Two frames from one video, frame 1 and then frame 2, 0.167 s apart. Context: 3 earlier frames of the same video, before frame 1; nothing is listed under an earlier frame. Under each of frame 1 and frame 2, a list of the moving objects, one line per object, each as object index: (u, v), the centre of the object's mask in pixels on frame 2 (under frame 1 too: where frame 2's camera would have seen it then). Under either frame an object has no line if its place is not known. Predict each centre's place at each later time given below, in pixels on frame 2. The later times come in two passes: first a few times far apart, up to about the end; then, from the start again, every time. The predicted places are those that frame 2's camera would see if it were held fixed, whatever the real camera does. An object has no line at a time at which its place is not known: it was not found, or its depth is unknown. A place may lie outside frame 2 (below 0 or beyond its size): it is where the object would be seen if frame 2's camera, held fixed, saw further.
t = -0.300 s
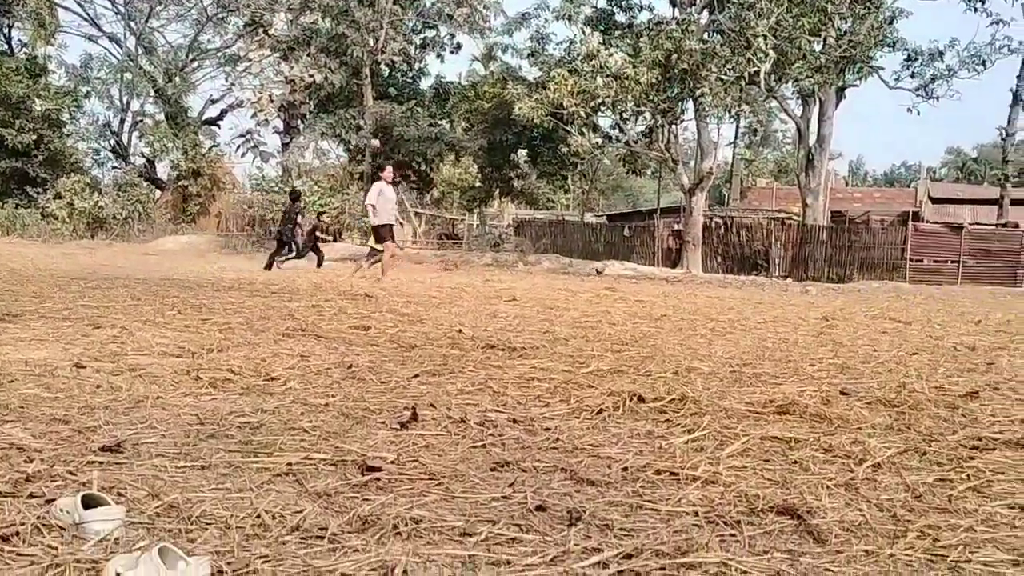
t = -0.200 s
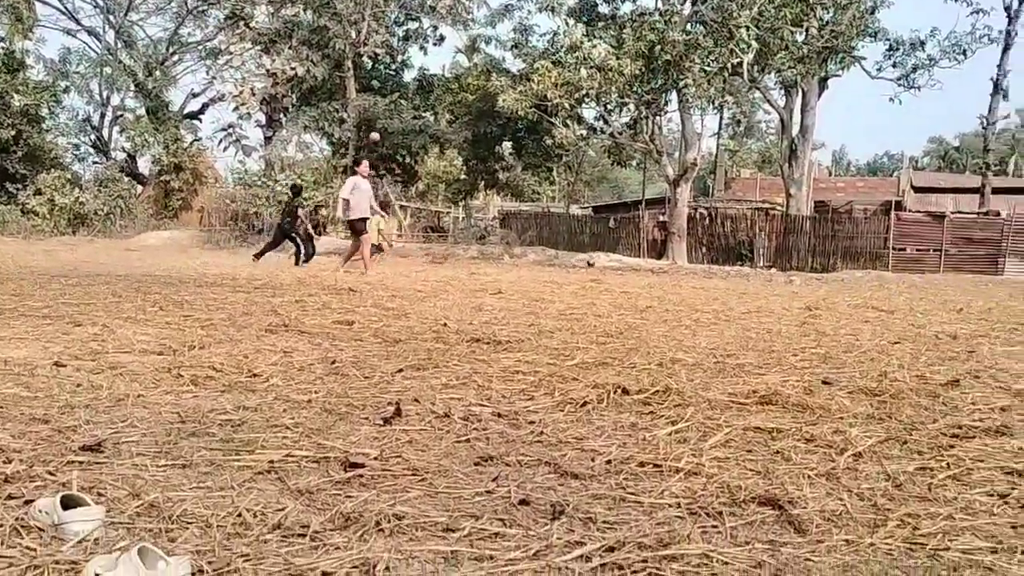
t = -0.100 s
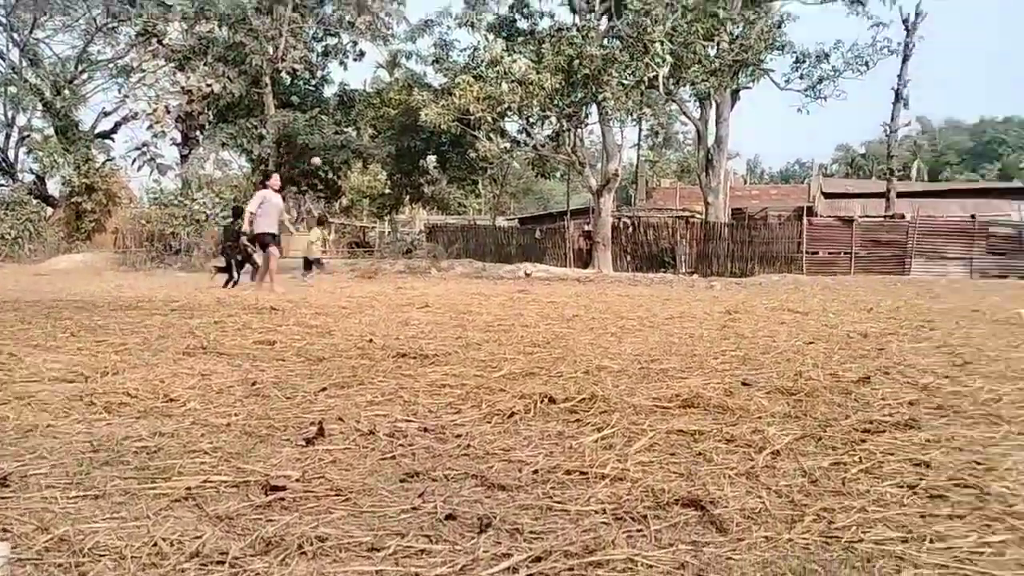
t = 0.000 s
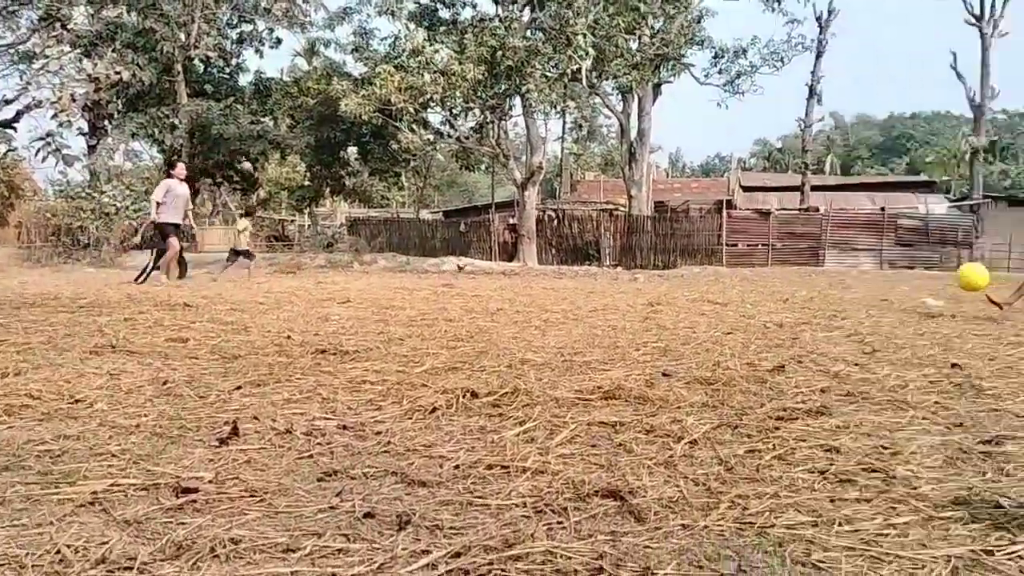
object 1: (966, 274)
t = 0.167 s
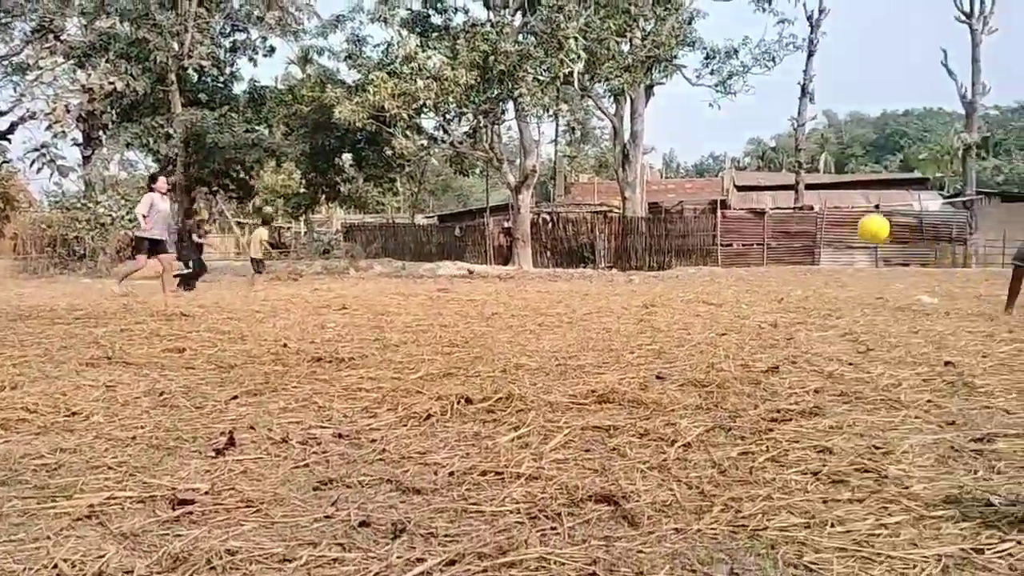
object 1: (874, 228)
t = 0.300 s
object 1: (800, 214)
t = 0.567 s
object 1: (653, 253)
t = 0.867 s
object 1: (551, 273)
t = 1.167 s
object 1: (510, 292)
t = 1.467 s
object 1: (450, 290)
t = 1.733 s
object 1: (386, 308)
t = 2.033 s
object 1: (308, 318)
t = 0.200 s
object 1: (855, 223)
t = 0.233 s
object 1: (836, 219)
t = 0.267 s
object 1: (817, 216)
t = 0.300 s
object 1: (800, 214)
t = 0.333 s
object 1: (782, 215)
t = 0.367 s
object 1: (764, 216)
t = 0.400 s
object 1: (745, 219)
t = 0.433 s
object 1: (727, 223)
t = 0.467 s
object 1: (709, 228)
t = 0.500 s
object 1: (691, 235)
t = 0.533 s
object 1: (672, 244)
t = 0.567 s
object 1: (653, 253)
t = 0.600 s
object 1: (634, 264)
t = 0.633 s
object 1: (616, 275)
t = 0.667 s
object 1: (598, 288)
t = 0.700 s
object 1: (580, 303)
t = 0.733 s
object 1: (571, 301)
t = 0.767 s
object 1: (567, 291)
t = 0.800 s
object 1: (561, 283)
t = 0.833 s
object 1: (557, 278)
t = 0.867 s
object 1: (551, 273)
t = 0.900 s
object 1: (547, 270)
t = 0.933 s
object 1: (543, 268)
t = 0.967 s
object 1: (539, 267)
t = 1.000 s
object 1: (534, 267)
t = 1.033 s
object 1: (530, 268)
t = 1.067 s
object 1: (525, 272)
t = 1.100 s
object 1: (520, 276)
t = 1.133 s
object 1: (515, 283)
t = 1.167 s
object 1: (510, 292)
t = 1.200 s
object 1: (504, 303)
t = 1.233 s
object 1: (499, 311)
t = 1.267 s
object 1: (493, 305)
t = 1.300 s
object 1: (487, 298)
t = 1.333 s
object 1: (480, 294)
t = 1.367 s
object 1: (472, 290)
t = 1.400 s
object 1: (465, 288)
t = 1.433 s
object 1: (457, 288)
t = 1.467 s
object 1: (450, 290)
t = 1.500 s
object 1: (442, 293)
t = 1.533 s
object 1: (433, 298)
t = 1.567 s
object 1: (426, 305)
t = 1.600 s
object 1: (417, 314)
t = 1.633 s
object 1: (410, 315)
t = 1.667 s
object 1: (402, 313)
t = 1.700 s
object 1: (394, 310)
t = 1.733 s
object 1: (386, 308)
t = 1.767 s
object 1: (378, 309)
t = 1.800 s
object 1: (369, 310)
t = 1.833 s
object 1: (360, 314)
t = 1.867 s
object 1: (351, 319)
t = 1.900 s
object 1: (342, 317)
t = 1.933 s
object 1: (334, 315)
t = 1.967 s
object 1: (325, 314)
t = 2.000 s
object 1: (316, 315)
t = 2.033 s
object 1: (308, 318)
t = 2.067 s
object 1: (299, 322)
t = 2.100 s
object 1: (291, 321)
